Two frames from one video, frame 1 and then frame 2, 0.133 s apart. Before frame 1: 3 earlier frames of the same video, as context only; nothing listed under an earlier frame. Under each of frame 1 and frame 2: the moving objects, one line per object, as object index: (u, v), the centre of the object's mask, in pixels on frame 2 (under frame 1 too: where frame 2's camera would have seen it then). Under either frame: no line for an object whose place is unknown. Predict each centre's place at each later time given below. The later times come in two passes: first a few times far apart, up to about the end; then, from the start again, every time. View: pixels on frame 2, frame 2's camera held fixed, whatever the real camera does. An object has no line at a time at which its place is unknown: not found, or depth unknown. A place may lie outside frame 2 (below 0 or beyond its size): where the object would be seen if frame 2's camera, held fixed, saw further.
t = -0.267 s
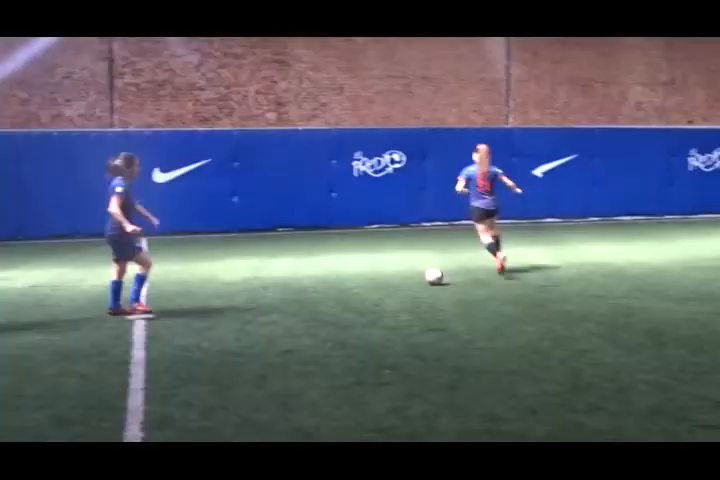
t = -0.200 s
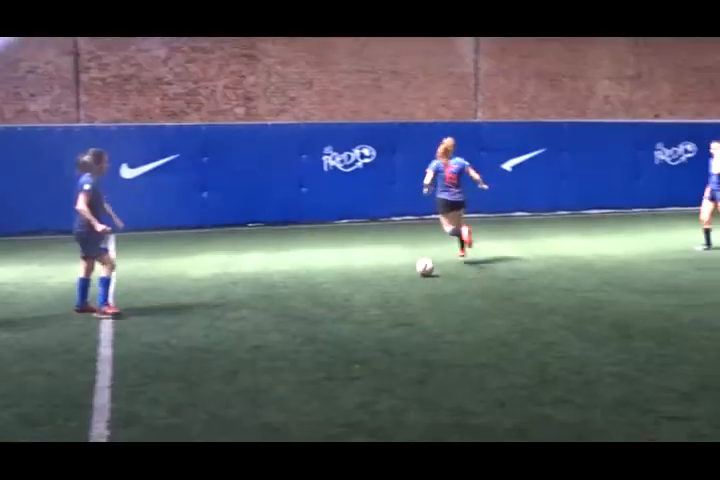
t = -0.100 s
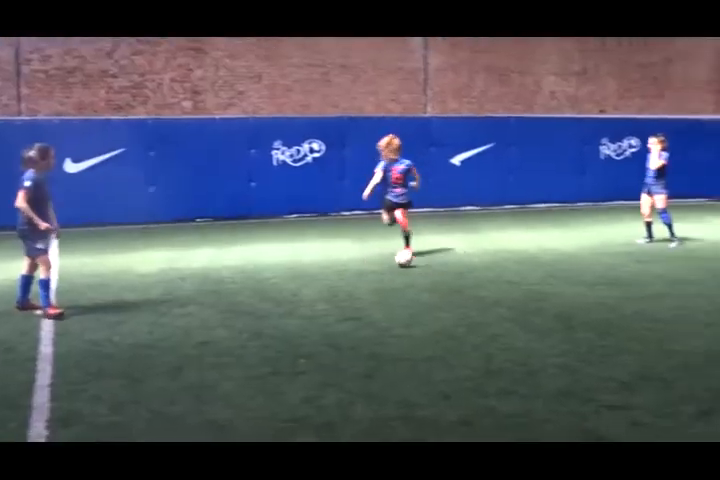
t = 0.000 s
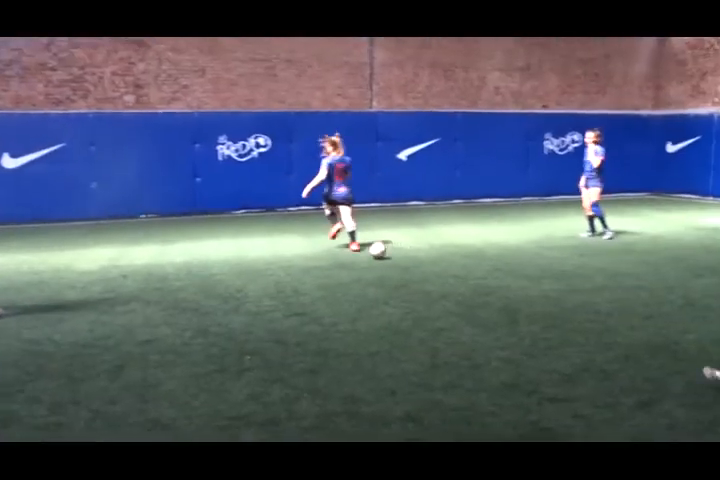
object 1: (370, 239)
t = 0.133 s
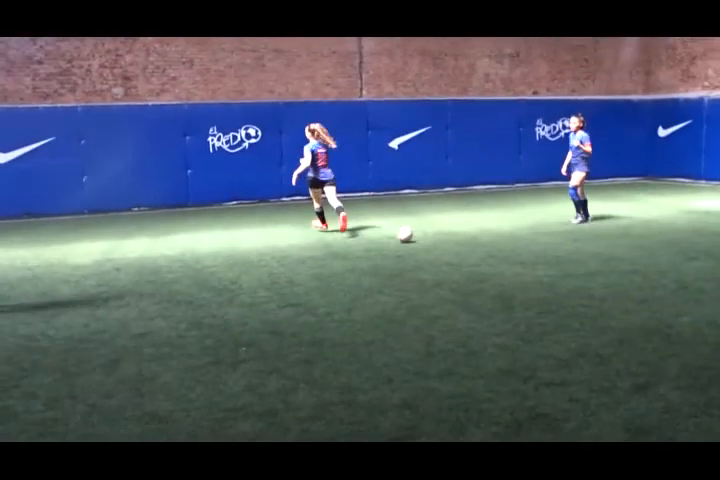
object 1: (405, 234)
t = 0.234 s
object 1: (427, 231)
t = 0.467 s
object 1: (475, 224)
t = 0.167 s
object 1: (413, 233)
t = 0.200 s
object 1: (420, 232)
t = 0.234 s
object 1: (427, 231)
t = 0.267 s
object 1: (435, 229)
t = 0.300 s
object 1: (442, 229)
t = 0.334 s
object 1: (448, 228)
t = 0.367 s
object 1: (454, 227)
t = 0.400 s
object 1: (462, 225)
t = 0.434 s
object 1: (468, 225)
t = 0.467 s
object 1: (475, 224)
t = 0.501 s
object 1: (481, 223)
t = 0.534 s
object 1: (486, 222)
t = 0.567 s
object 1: (492, 221)
